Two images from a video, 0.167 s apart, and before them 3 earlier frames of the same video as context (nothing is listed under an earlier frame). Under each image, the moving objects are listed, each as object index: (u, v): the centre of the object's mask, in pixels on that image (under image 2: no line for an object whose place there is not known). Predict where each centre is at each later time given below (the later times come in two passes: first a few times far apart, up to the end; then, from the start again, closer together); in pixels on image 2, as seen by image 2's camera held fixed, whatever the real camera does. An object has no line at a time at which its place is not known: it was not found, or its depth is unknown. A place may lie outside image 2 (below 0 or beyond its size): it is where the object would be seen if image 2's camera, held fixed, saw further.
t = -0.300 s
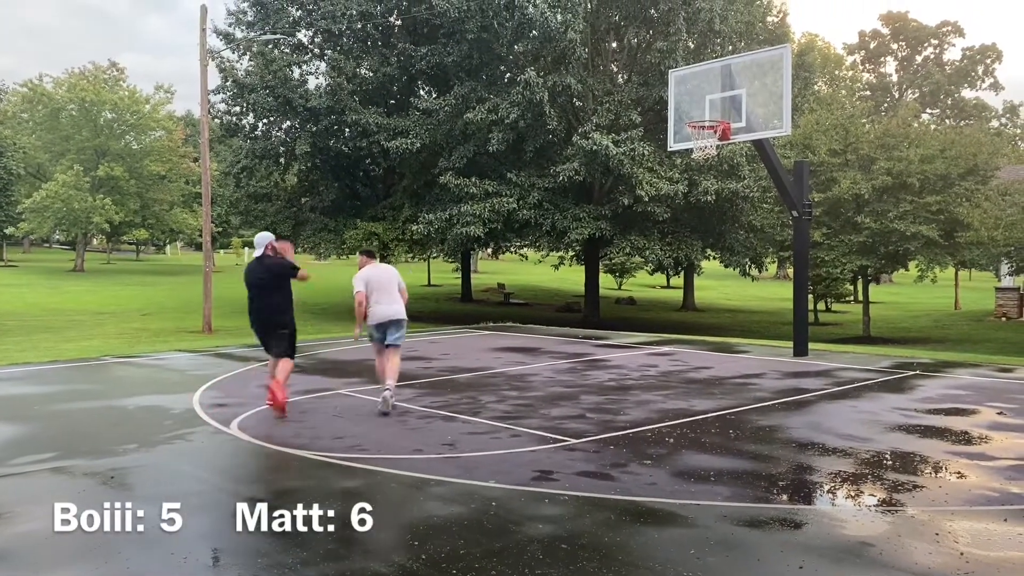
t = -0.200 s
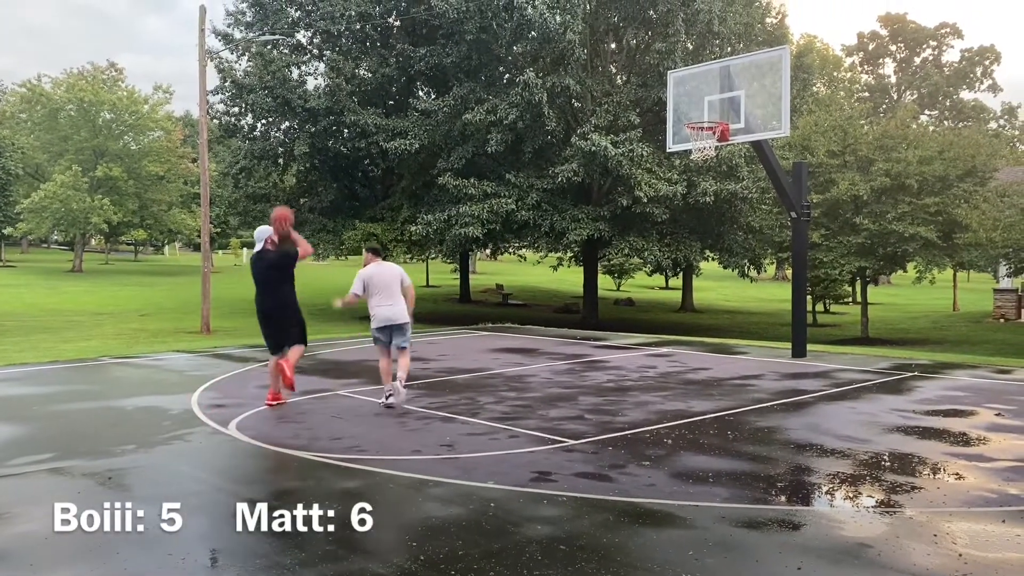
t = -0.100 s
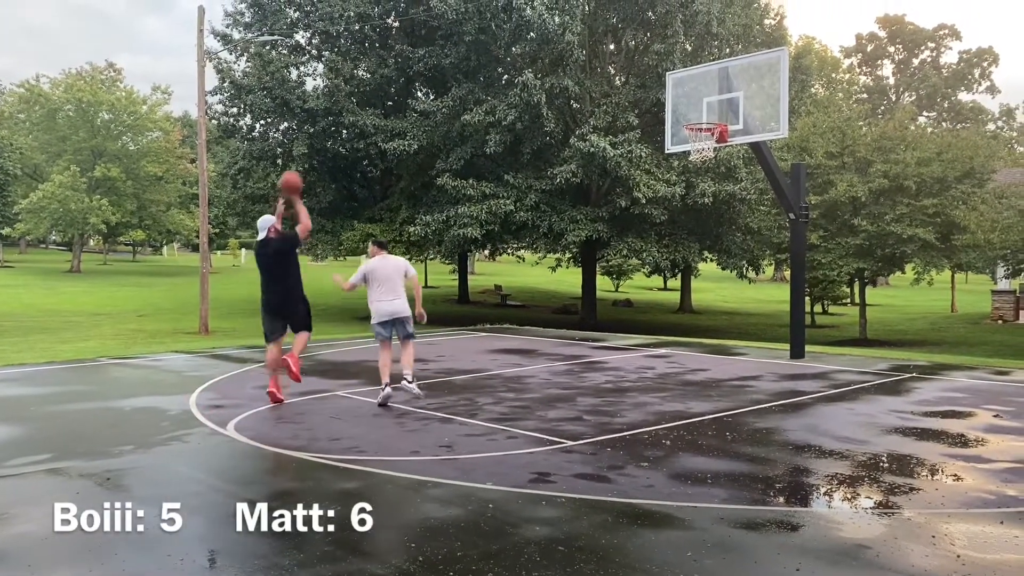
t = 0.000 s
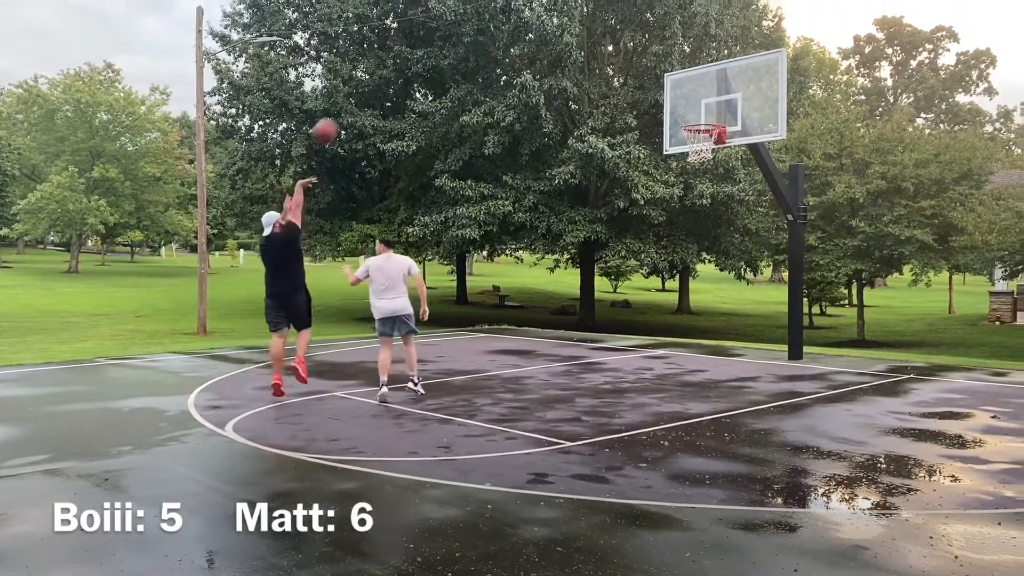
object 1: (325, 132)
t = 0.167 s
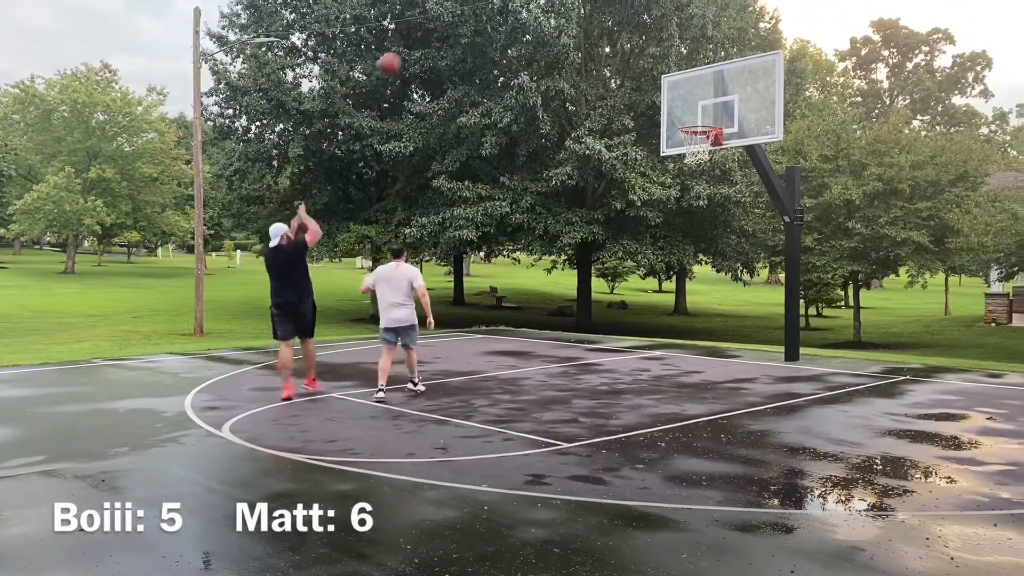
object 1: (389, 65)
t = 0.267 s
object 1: (427, 38)
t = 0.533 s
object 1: (519, 16)
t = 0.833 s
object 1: (611, 61)
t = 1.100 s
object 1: (680, 154)
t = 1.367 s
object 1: (740, 290)
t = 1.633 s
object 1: (779, 292)
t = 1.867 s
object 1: (774, 246)
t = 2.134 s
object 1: (758, 240)
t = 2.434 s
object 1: (740, 298)
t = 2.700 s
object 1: (732, 337)
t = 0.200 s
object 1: (401, 55)
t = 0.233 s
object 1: (415, 45)
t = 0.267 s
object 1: (427, 38)
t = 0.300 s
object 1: (439, 31)
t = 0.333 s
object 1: (451, 25)
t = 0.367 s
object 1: (463, 22)
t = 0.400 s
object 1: (475, 20)
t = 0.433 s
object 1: (486, 18)
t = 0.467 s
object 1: (498, 15)
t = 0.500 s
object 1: (508, 15)
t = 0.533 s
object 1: (519, 16)
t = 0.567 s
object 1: (529, 16)
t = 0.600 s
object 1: (541, 21)
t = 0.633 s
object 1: (551, 24)
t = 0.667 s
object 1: (563, 28)
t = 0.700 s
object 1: (572, 33)
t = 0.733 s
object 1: (583, 38)
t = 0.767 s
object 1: (592, 45)
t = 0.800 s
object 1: (602, 53)
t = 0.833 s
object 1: (611, 61)
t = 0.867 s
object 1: (621, 70)
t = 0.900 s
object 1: (630, 81)
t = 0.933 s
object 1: (640, 91)
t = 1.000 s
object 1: (656, 115)
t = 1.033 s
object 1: (666, 127)
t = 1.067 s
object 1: (674, 143)
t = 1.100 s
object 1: (680, 154)
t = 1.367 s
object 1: (740, 290)
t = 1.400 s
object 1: (747, 310)
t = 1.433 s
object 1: (754, 328)
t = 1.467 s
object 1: (761, 350)
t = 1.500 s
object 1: (765, 346)
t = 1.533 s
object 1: (768, 331)
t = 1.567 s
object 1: (773, 318)
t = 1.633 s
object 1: (779, 292)
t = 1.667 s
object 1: (783, 280)
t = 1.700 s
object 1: (783, 271)
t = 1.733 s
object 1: (780, 265)
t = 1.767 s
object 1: (779, 259)
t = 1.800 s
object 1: (778, 254)
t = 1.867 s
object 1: (774, 246)
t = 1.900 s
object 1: (773, 240)
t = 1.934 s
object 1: (770, 238)
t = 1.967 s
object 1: (768, 237)
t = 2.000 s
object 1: (767, 237)
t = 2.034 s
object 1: (764, 236)
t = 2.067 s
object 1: (762, 237)
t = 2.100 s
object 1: (760, 238)
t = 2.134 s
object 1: (758, 240)
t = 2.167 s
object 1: (756, 242)
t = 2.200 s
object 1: (754, 246)
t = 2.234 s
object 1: (752, 252)
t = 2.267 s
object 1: (750, 257)
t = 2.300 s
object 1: (748, 263)
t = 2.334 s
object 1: (745, 271)
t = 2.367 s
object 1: (744, 279)
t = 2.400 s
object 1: (742, 289)
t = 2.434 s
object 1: (740, 298)
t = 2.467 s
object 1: (739, 309)
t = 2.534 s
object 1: (734, 333)
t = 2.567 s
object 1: (732, 346)
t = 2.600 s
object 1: (729, 360)
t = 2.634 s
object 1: (729, 358)
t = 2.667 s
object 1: (731, 347)
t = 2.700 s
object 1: (732, 337)
